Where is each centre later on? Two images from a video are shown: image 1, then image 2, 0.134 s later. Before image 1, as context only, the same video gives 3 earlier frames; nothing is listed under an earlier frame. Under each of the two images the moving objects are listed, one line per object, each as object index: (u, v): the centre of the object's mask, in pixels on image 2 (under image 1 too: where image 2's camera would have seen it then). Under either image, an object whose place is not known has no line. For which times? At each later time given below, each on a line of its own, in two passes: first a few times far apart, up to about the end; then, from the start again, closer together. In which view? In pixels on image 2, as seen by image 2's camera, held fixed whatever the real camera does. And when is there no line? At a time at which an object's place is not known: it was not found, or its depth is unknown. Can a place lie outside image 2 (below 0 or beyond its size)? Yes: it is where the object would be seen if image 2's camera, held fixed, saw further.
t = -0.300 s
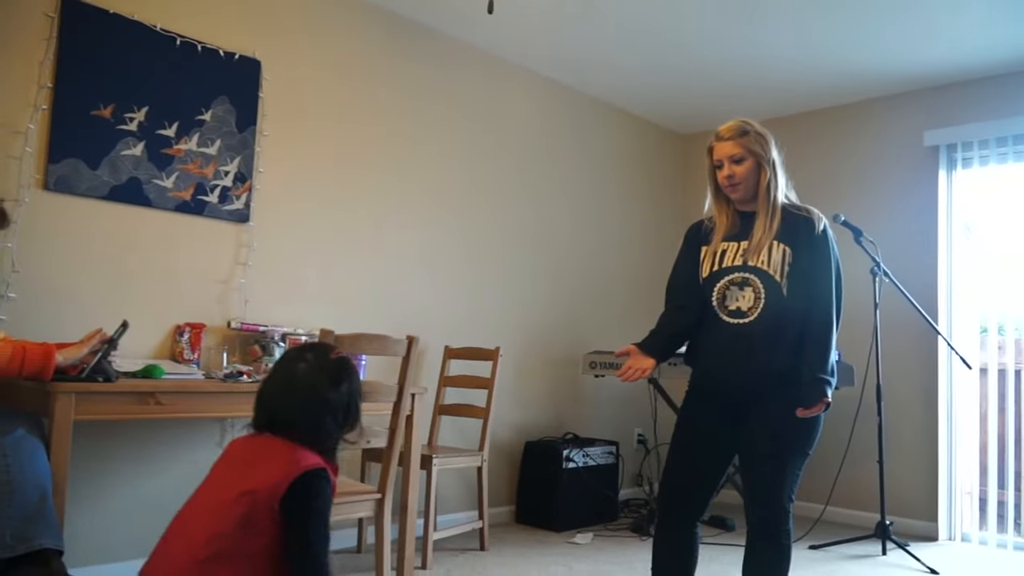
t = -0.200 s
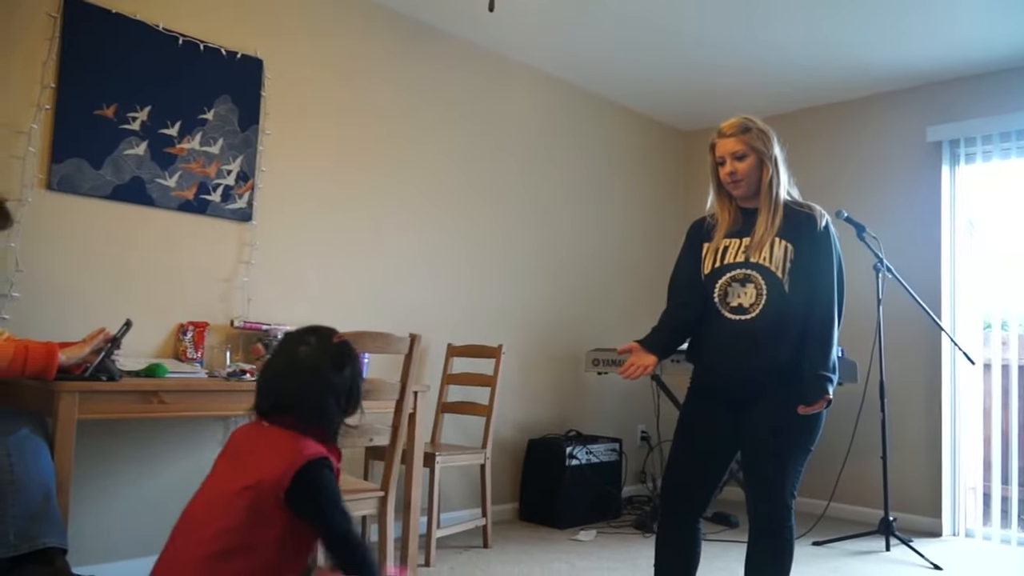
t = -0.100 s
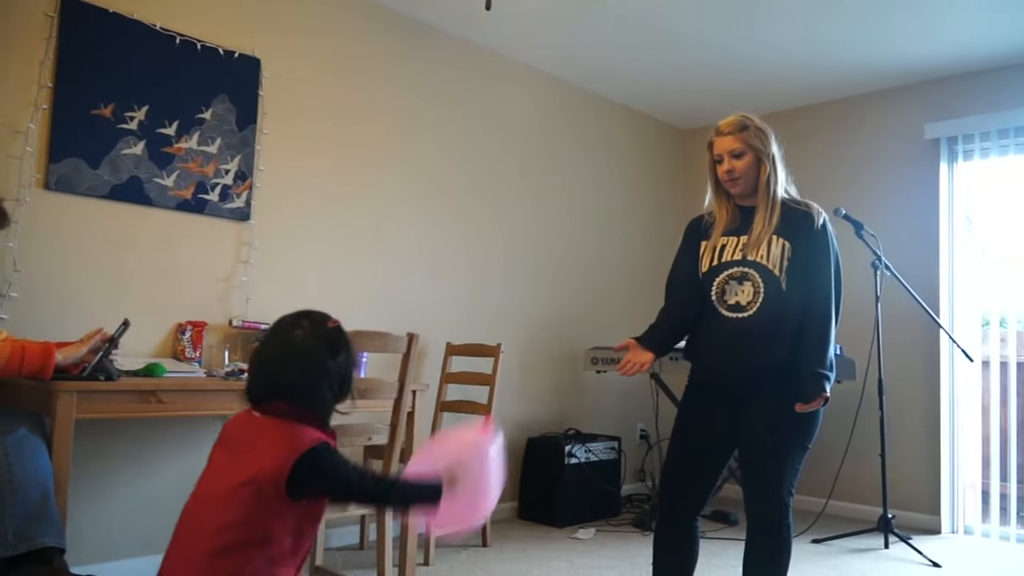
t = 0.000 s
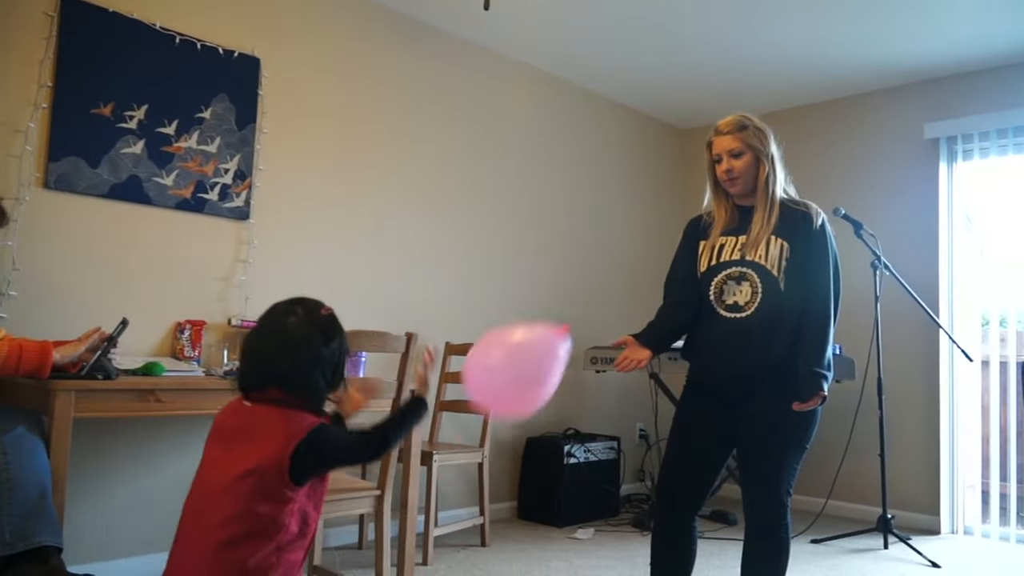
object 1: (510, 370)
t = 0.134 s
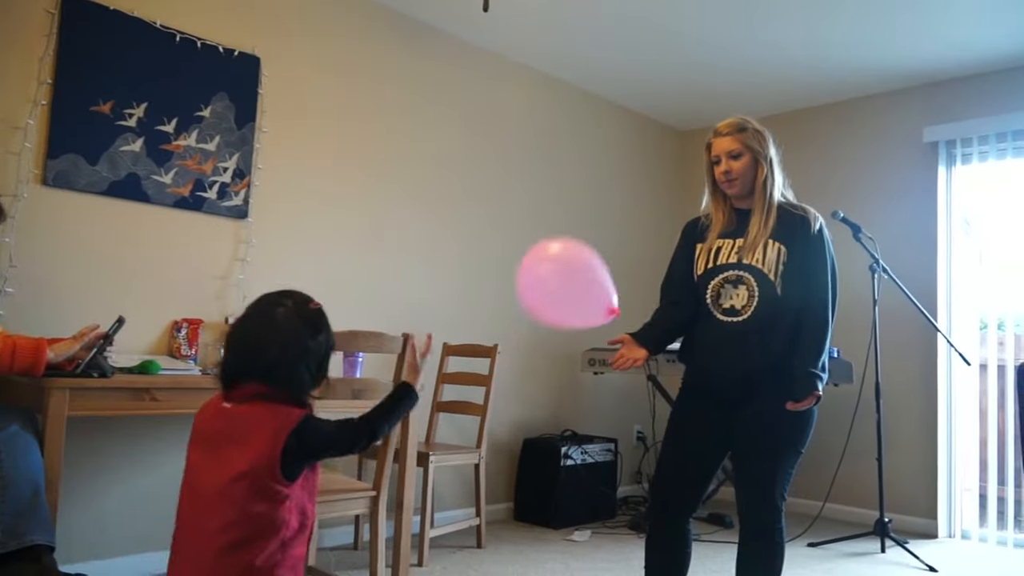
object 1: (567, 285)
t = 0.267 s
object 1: (598, 246)
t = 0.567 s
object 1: (637, 230)
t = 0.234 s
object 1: (592, 252)
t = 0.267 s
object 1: (598, 246)
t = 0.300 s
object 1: (604, 240)
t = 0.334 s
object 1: (609, 235)
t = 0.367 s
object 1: (614, 231)
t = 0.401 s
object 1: (619, 228)
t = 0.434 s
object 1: (624, 226)
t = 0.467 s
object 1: (628, 226)
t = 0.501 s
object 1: (632, 227)
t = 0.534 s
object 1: (634, 229)
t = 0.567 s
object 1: (637, 230)
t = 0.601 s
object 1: (640, 233)
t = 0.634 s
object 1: (643, 236)
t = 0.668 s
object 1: (646, 241)
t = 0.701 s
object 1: (649, 245)
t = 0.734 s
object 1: (651, 251)
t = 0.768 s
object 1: (653, 258)
